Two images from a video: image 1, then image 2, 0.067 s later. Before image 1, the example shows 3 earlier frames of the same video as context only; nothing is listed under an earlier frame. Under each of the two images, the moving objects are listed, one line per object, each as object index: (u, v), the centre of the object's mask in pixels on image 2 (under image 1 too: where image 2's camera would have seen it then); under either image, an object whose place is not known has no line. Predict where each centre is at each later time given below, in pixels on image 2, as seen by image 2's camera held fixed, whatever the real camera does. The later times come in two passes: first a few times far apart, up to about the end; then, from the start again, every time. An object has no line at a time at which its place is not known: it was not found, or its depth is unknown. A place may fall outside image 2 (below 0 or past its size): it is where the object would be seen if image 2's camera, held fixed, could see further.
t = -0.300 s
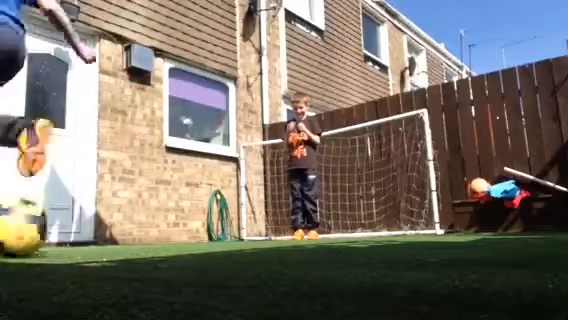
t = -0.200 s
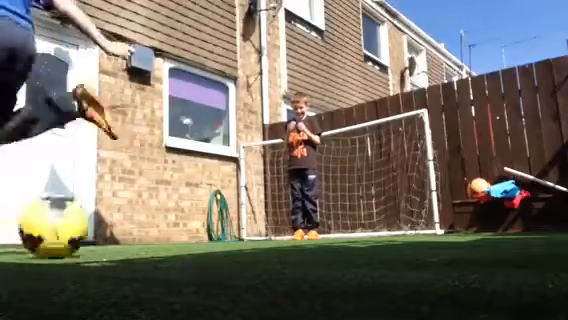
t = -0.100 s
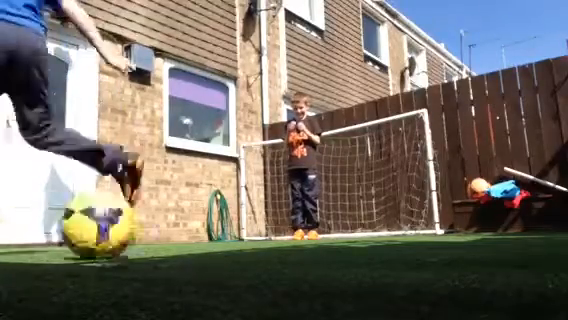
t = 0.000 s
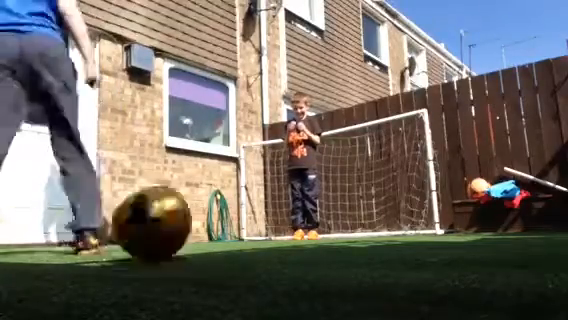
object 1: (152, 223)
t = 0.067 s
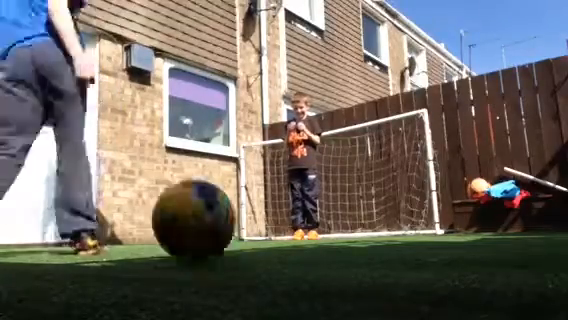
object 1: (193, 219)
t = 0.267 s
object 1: (369, 213)
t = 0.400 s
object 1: (526, 201)
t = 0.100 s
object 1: (216, 218)
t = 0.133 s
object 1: (242, 218)
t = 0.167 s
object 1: (270, 216)
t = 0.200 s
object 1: (298, 216)
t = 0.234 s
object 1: (332, 213)
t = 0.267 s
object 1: (369, 213)
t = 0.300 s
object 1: (404, 212)
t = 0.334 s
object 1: (449, 212)
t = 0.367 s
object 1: (494, 204)
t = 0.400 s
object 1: (526, 201)
